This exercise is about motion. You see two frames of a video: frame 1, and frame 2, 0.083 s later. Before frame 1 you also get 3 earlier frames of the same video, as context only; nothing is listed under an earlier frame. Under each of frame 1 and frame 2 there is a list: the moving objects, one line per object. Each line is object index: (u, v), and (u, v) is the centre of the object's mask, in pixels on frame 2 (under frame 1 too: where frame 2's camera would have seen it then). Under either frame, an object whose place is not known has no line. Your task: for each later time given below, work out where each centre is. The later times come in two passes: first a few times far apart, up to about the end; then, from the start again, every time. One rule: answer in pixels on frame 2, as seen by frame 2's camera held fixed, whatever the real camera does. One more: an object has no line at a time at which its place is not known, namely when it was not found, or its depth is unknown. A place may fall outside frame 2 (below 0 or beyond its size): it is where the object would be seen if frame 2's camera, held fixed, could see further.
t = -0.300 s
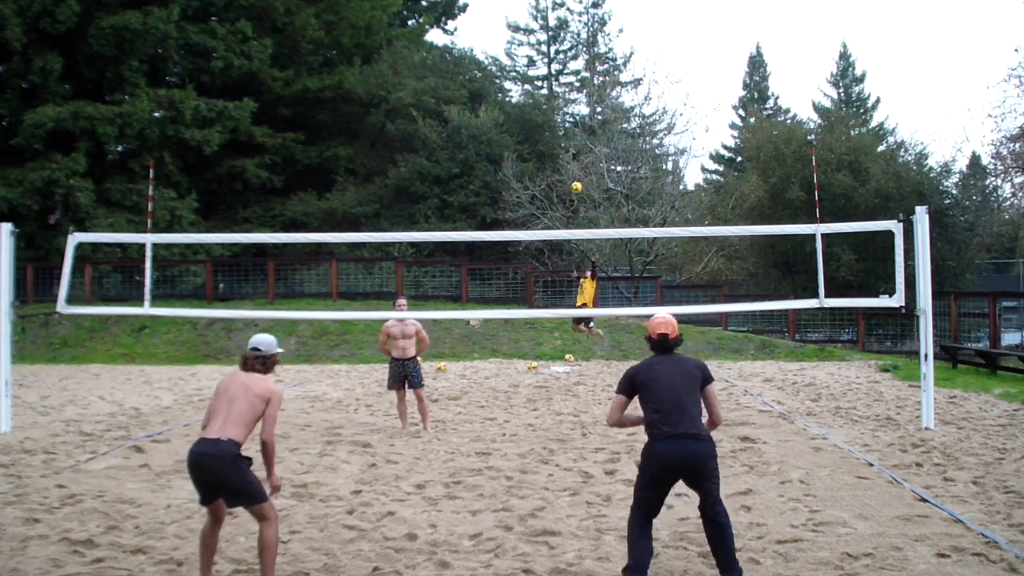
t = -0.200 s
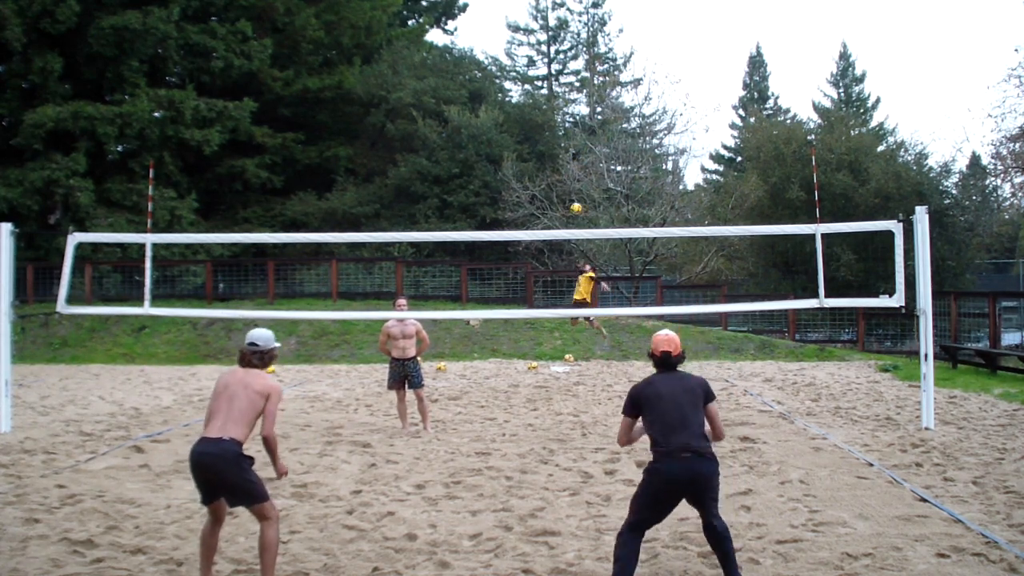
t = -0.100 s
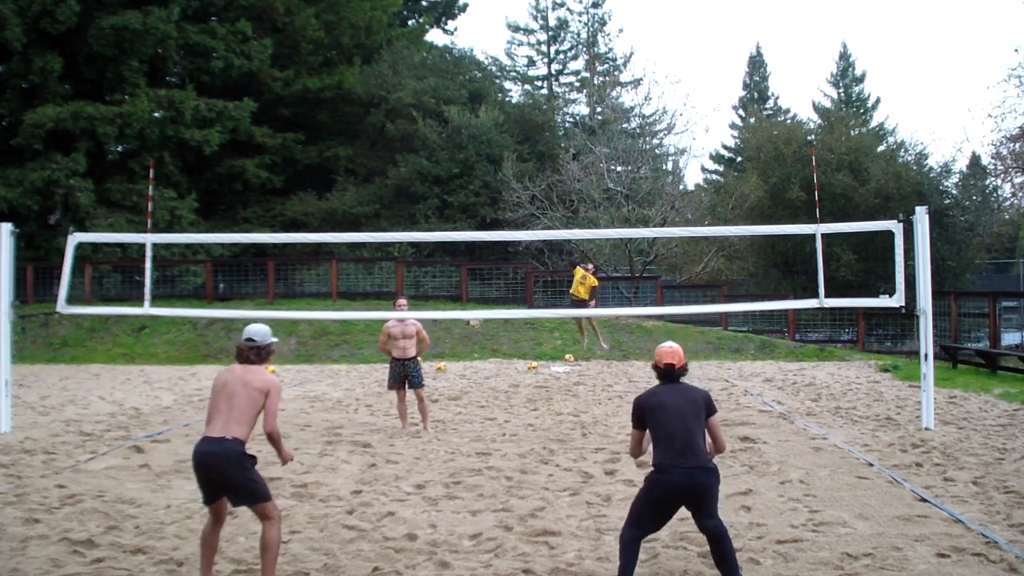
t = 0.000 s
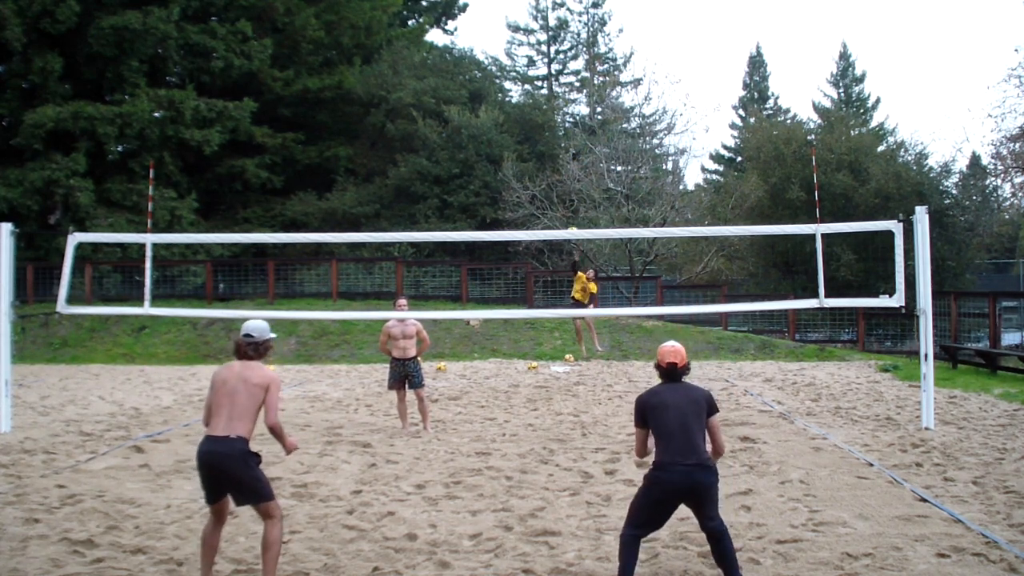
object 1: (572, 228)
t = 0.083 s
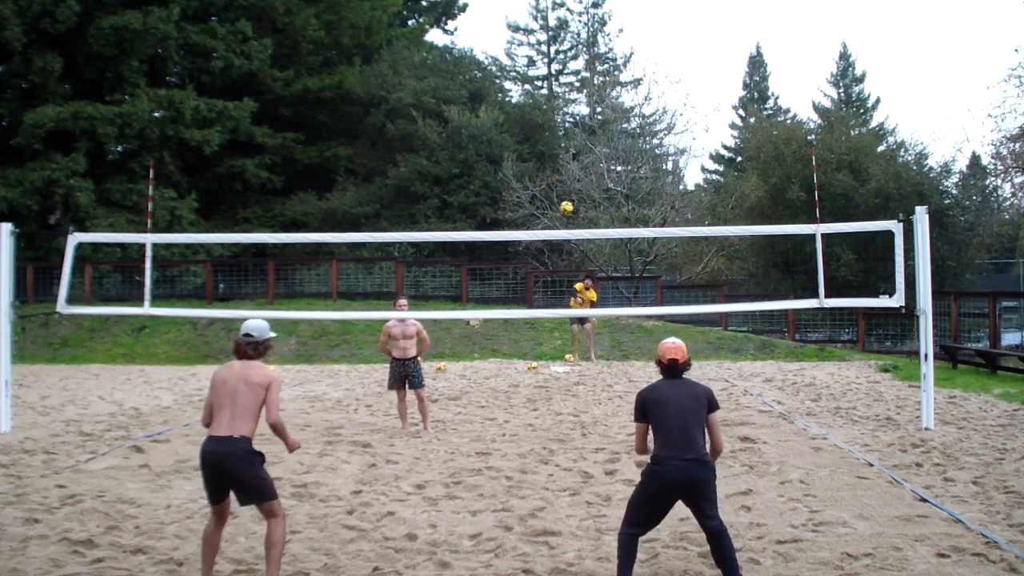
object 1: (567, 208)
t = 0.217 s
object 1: (553, 170)
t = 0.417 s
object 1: (526, 125)
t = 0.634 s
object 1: (479, 109)
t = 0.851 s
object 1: (369, 180)
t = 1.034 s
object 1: (56, 562)
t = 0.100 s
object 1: (565, 203)
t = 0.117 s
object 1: (563, 198)
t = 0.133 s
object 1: (561, 193)
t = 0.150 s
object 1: (559, 188)
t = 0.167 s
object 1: (557, 184)
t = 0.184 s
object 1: (555, 179)
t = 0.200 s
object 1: (554, 174)
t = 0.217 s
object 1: (553, 170)
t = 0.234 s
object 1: (550, 165)
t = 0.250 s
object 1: (548, 161)
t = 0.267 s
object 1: (546, 157)
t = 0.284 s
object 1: (543, 153)
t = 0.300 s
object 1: (542, 149)
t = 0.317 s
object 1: (540, 145)
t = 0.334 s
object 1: (538, 142)
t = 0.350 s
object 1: (535, 138)
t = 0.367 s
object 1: (533, 135)
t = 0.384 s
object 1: (531, 131)
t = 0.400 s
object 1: (528, 128)
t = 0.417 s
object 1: (526, 125)
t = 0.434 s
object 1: (523, 123)
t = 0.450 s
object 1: (521, 120)
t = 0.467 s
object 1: (518, 118)
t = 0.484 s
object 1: (515, 116)
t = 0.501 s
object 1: (512, 114)
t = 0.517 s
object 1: (509, 113)
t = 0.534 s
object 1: (505, 111)
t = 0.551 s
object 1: (502, 110)
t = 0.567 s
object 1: (497, 109)
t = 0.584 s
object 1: (494, 109)
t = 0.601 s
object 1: (489, 108)
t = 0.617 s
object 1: (484, 109)
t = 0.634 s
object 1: (479, 109)
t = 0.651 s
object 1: (473, 110)
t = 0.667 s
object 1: (468, 111)
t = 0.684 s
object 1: (461, 113)
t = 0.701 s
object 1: (455, 116)
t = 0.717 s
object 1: (448, 119)
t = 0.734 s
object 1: (440, 123)
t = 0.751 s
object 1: (432, 128)
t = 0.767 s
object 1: (423, 134)
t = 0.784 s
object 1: (414, 140)
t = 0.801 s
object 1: (405, 148)
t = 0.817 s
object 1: (394, 157)
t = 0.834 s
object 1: (382, 167)
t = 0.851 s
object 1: (369, 180)
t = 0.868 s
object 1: (355, 194)
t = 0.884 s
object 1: (340, 210)
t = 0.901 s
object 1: (323, 230)
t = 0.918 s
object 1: (304, 254)
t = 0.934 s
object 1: (282, 279)
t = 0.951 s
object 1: (257, 311)
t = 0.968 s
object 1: (228, 349)
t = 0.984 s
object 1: (195, 394)
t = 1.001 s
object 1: (155, 449)
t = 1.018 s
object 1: (108, 516)
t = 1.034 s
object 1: (56, 562)
